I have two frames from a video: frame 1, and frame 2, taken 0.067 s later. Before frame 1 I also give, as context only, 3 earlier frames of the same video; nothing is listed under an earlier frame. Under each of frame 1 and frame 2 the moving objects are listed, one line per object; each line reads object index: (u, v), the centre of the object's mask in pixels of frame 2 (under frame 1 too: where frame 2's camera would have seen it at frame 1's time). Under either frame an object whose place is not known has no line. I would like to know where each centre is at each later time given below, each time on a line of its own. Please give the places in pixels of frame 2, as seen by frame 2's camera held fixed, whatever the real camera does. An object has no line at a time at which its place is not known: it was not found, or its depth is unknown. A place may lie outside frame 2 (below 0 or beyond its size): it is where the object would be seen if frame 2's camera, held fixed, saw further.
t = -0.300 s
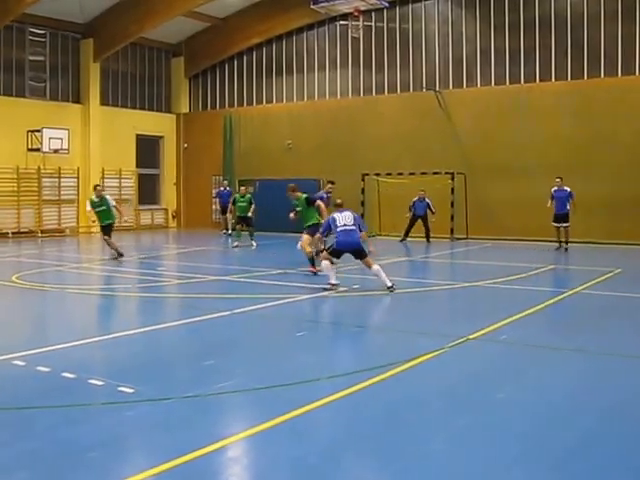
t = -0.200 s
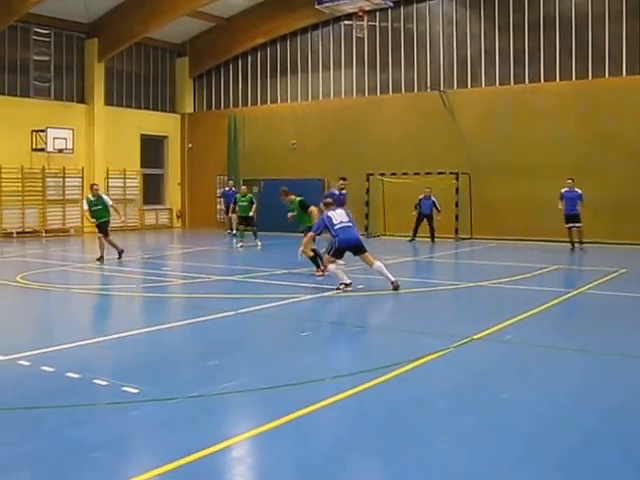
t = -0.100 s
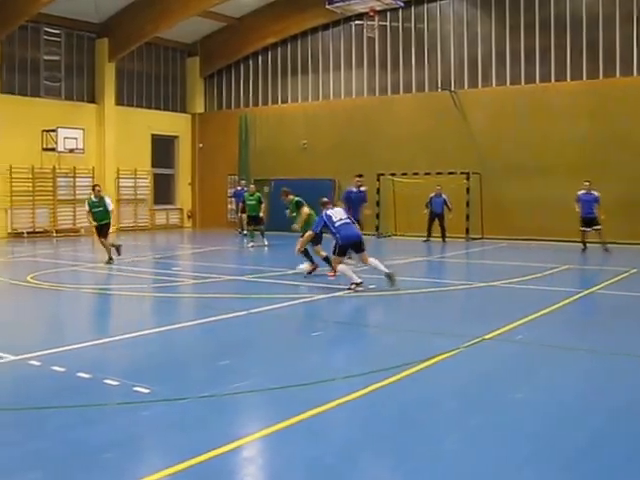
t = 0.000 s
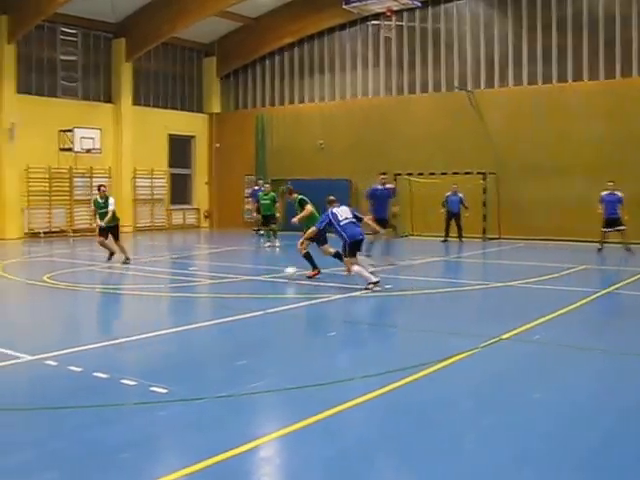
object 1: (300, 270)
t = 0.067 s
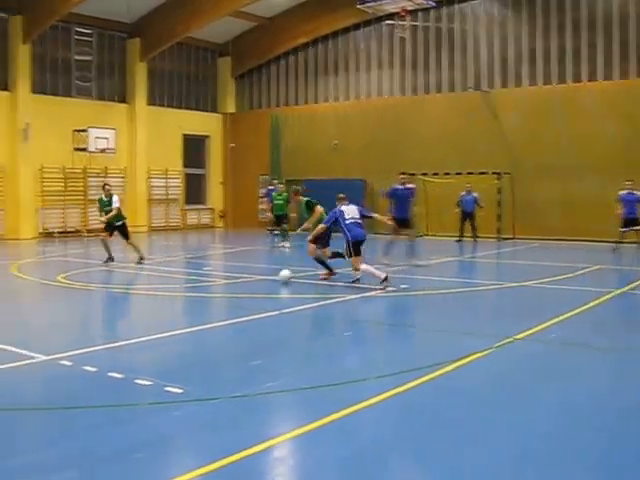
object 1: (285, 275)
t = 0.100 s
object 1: (274, 278)
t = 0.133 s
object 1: (266, 279)
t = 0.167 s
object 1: (257, 280)
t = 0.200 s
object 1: (248, 281)
